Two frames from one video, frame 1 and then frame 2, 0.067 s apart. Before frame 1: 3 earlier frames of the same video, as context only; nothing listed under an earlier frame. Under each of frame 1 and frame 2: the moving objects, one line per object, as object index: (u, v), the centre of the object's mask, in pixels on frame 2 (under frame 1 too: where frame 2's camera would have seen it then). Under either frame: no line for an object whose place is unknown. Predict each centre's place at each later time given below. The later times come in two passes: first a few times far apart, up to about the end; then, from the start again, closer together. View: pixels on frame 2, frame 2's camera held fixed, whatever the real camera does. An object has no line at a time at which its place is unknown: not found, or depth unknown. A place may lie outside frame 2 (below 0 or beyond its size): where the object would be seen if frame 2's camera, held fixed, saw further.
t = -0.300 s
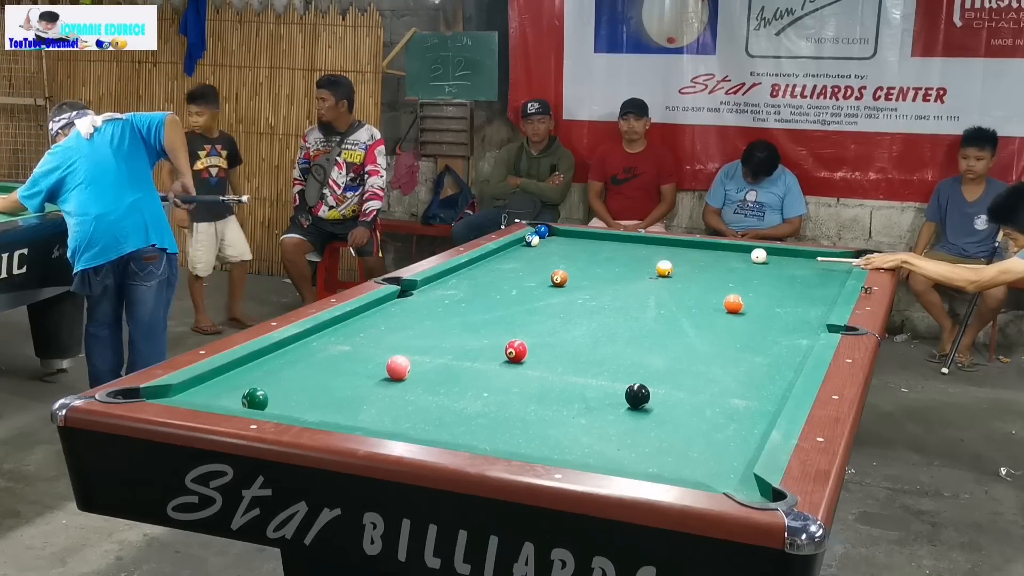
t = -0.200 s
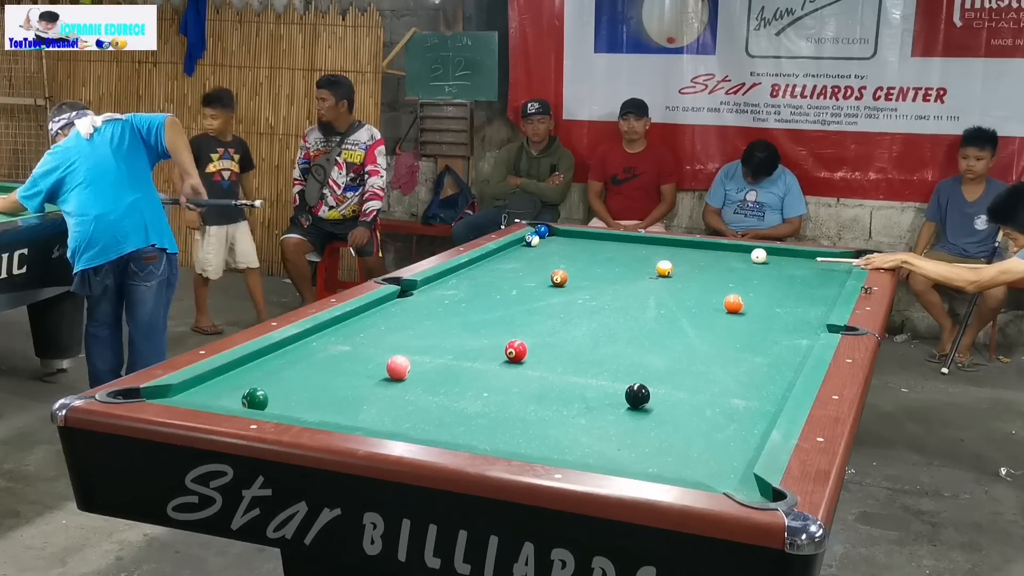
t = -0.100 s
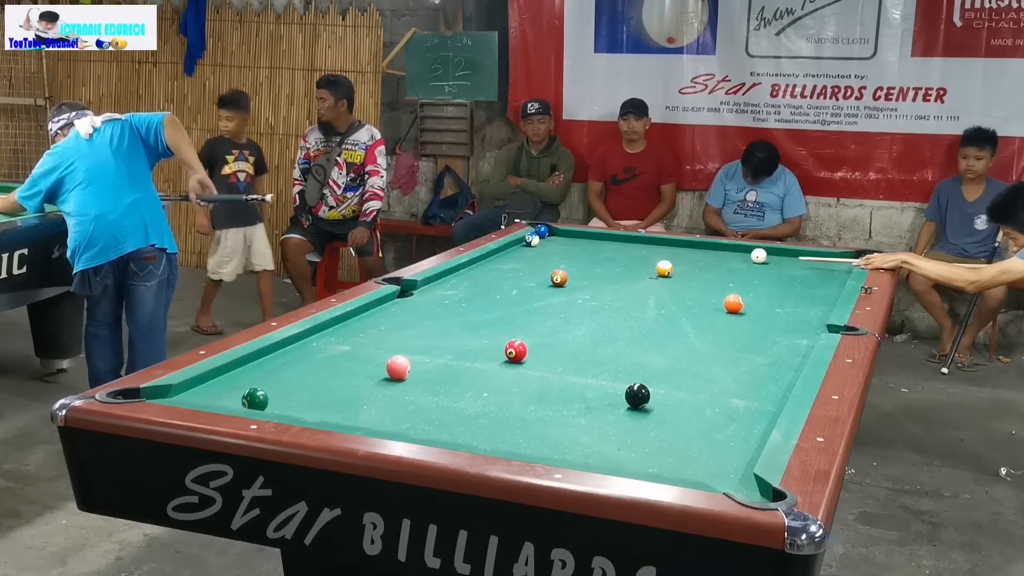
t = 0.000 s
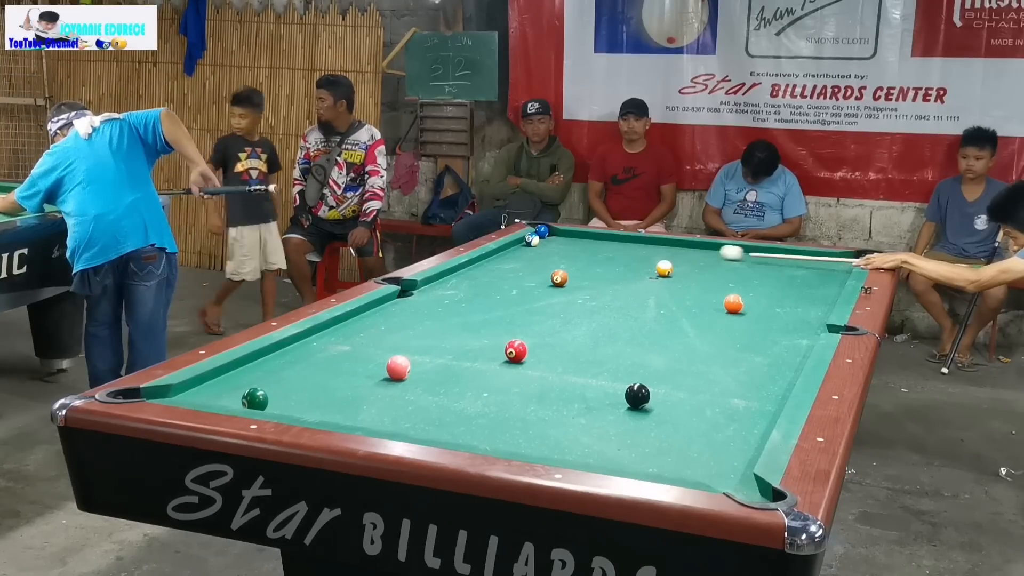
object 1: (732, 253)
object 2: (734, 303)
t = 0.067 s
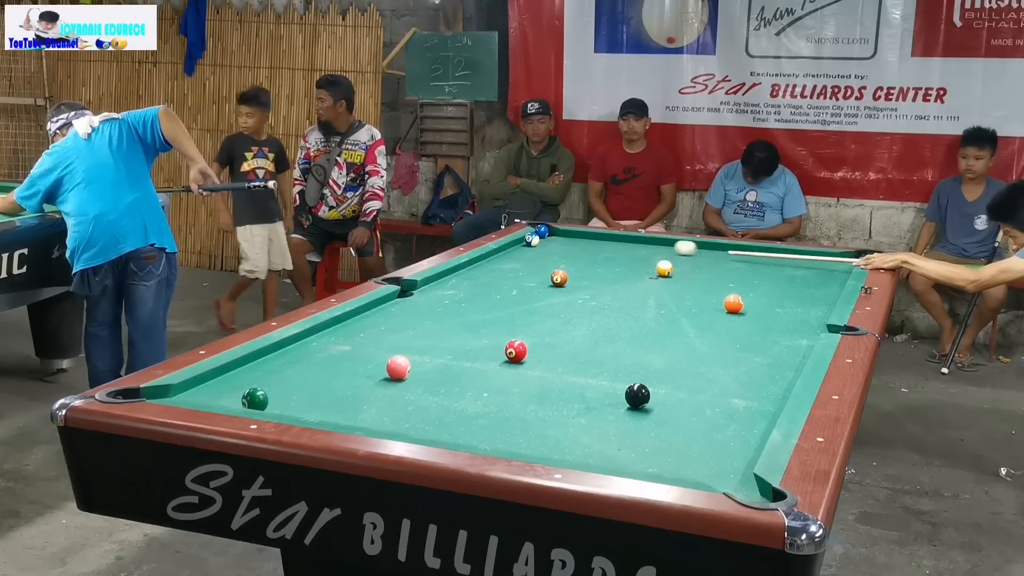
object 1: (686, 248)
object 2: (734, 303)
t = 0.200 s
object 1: (608, 240)
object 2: (734, 304)
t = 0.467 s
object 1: (556, 240)
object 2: (734, 304)
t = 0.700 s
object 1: (585, 250)
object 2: (734, 304)
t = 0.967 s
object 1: (618, 262)
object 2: (734, 304)
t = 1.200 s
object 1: (650, 273)
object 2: (734, 304)
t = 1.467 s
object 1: (689, 287)
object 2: (734, 304)
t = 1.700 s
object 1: (722, 298)
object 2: (734, 304)
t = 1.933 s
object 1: (738, 302)
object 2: (755, 314)
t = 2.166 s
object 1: (753, 305)
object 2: (775, 324)
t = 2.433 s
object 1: (767, 307)
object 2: (799, 335)
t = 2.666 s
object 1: (778, 309)
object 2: (802, 342)
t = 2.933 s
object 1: (789, 311)
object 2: (785, 345)
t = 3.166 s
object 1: (796, 312)
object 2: (772, 348)
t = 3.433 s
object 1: (803, 314)
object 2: (758, 351)
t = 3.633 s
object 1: (806, 314)
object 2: (748, 353)
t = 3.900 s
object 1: (809, 315)
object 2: (736, 356)
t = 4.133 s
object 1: (809, 315)
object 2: (727, 357)
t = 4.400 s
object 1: (809, 315)
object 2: (717, 359)
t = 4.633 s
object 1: (809, 315)
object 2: (710, 361)
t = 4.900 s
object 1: (809, 315)
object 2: (703, 362)
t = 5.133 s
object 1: (809, 315)
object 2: (698, 363)
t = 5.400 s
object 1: (809, 315)
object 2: (695, 363)
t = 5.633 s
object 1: (809, 315)
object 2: (693, 362)
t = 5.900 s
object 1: (809, 315)
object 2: (694, 362)
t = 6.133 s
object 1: (809, 315)
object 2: (694, 362)
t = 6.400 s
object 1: (809, 315)
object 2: (694, 362)
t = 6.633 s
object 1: (809, 315)
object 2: (694, 362)
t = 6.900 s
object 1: (809, 315)
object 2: (694, 362)
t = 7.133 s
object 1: (809, 315)
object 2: (694, 362)
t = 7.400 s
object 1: (809, 315)
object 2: (694, 362)
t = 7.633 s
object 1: (809, 315)
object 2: (694, 362)
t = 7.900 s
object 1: (809, 315)
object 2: (694, 362)
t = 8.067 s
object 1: (809, 315)
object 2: (694, 362)
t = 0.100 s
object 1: (664, 246)
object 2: (734, 303)
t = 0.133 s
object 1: (645, 244)
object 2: (734, 304)
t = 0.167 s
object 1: (626, 242)
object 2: (734, 304)
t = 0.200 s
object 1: (608, 240)
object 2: (734, 304)
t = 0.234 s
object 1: (591, 238)
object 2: (734, 304)
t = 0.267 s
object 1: (574, 236)
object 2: (734, 304)
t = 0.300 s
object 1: (557, 235)
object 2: (734, 304)
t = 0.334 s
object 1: (544, 233)
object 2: (734, 304)
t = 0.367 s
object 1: (542, 233)
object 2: (734, 304)
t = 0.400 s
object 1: (547, 237)
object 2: (734, 304)
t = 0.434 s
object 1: (552, 238)
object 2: (734, 304)
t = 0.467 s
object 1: (556, 240)
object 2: (734, 304)
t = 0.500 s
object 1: (561, 242)
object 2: (734, 304)
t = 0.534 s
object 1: (565, 243)
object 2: (734, 304)
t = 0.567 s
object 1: (569, 244)
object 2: (734, 304)
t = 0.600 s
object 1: (573, 246)
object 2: (734, 304)
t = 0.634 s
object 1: (576, 247)
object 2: (734, 304)
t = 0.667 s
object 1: (581, 248)
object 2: (734, 304)
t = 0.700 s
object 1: (585, 250)
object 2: (734, 304)
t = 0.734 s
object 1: (589, 251)
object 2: (734, 304)
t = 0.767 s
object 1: (593, 253)
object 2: (734, 304)
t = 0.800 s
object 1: (597, 255)
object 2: (734, 304)
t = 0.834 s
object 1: (601, 256)
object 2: (734, 304)
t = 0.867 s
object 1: (606, 257)
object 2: (734, 304)
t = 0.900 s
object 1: (610, 259)
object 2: (734, 304)
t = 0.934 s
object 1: (614, 260)
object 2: (734, 304)
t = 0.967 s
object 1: (618, 262)
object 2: (734, 304)
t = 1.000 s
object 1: (623, 263)
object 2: (734, 304)
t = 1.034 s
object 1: (627, 265)
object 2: (734, 304)
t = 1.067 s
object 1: (632, 267)
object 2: (734, 304)
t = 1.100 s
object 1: (636, 268)
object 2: (734, 304)
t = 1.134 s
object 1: (640, 270)
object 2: (734, 304)
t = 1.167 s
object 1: (645, 271)
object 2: (734, 304)
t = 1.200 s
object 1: (650, 273)
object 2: (734, 304)
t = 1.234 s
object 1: (654, 275)
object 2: (734, 304)
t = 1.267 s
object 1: (659, 276)
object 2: (734, 304)
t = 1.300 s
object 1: (664, 278)
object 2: (734, 304)
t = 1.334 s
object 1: (669, 280)
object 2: (734, 304)
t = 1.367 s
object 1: (674, 282)
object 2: (734, 304)
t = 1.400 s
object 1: (679, 283)
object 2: (734, 304)
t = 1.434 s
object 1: (683, 285)
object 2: (734, 304)
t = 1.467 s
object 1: (689, 287)
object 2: (734, 304)
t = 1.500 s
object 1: (694, 289)
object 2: (734, 304)
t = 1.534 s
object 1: (699, 291)
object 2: (734, 304)
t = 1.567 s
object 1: (704, 292)
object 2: (734, 304)
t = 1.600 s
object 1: (709, 294)
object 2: (734, 304)
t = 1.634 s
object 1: (714, 296)
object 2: (734, 304)
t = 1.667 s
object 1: (718, 297)
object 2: (734, 304)
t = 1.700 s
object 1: (722, 298)
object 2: (734, 304)
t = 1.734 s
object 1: (724, 299)
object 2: (738, 306)
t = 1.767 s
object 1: (727, 299)
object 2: (741, 307)
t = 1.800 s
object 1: (729, 300)
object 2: (744, 309)
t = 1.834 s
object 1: (732, 300)
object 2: (747, 310)
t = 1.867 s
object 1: (734, 301)
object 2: (750, 311)
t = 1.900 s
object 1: (736, 301)
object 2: (753, 312)
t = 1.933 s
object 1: (738, 302)
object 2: (755, 314)
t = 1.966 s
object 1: (741, 302)
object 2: (758, 315)
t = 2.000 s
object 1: (743, 303)
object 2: (761, 317)
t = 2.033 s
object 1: (745, 303)
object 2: (764, 318)
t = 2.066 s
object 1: (747, 304)
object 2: (767, 319)
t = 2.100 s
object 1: (749, 304)
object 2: (770, 321)
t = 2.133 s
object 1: (751, 304)
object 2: (772, 322)
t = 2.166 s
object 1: (753, 305)
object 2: (775, 324)
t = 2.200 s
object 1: (754, 305)
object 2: (779, 325)
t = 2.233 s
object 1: (757, 305)
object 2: (782, 326)
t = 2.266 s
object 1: (758, 306)
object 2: (785, 328)
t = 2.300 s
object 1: (760, 306)
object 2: (787, 329)
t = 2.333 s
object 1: (762, 306)
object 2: (790, 331)
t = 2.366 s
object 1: (763, 307)
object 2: (793, 332)
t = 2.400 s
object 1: (765, 307)
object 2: (796, 333)
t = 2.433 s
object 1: (767, 307)
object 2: (799, 335)
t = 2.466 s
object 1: (769, 308)
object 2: (801, 336)
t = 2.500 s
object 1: (770, 308)
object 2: (804, 338)
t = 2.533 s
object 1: (772, 308)
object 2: (807, 339)
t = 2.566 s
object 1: (773, 308)
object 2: (807, 340)
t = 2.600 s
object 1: (775, 309)
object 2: (805, 341)
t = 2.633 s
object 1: (776, 309)
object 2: (803, 341)
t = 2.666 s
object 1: (778, 309)
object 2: (802, 342)
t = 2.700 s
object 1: (779, 309)
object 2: (799, 342)
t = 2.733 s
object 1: (781, 309)
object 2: (797, 342)
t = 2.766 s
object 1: (782, 310)
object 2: (795, 343)
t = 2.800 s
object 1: (783, 310)
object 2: (793, 343)
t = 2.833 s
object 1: (785, 310)
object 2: (791, 344)
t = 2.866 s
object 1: (786, 310)
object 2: (789, 344)
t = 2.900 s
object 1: (787, 311)
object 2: (787, 345)
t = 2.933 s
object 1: (789, 311)
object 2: (785, 345)
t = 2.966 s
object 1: (790, 311)
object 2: (783, 345)
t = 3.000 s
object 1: (791, 312)
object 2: (782, 346)
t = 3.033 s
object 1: (792, 312)
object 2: (780, 346)
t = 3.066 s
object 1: (793, 312)
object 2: (778, 347)
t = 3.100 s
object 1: (794, 312)
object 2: (776, 347)
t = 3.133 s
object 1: (795, 312)
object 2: (774, 348)
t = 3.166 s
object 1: (796, 312)
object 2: (772, 348)
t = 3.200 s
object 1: (797, 312)
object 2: (770, 348)
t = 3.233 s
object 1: (798, 312)
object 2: (769, 348)
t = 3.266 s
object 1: (799, 313)
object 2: (767, 349)
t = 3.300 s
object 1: (800, 313)
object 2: (765, 349)
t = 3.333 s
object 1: (801, 313)
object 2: (763, 350)
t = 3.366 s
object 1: (802, 313)
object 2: (762, 350)
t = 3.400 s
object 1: (802, 313)
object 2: (760, 351)
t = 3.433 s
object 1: (803, 314)
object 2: (758, 351)
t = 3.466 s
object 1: (804, 314)
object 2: (757, 351)
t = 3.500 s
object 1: (804, 314)
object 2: (755, 352)
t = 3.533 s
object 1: (805, 314)
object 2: (753, 352)
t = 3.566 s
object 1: (806, 314)
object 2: (752, 352)
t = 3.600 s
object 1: (806, 314)
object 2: (750, 353)
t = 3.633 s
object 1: (806, 314)
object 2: (748, 353)
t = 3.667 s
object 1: (807, 314)
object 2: (747, 353)
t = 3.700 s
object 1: (807, 314)
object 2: (745, 354)
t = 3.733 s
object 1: (807, 314)
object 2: (744, 354)
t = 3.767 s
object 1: (808, 314)
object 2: (742, 354)
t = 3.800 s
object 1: (808, 314)
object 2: (741, 355)
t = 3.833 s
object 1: (808, 314)
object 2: (739, 355)
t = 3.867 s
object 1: (808, 314)
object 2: (738, 355)
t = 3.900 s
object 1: (809, 315)
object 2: (736, 356)
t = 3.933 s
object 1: (809, 315)
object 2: (735, 356)
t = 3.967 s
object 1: (809, 315)
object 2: (734, 356)
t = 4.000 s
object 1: (809, 315)
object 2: (732, 356)
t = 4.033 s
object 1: (809, 315)
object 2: (731, 357)
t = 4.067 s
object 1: (809, 315)
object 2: (730, 357)
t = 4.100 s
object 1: (809, 315)
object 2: (728, 357)
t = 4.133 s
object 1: (809, 315)
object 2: (727, 357)
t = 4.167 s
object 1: (809, 315)
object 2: (726, 358)
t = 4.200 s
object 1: (809, 315)
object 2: (724, 358)
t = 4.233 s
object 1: (809, 315)
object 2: (723, 358)
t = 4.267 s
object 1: (809, 315)
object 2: (722, 359)
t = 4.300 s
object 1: (809, 315)
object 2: (721, 359)
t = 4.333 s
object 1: (809, 315)
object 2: (719, 359)
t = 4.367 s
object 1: (809, 315)
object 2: (718, 359)
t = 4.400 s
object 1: (809, 315)
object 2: (717, 359)
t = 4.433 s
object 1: (809, 315)
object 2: (716, 360)
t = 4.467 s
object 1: (809, 315)
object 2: (715, 360)
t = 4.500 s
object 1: (809, 315)
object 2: (714, 360)
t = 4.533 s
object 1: (809, 315)
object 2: (713, 360)
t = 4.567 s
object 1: (809, 315)
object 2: (712, 361)
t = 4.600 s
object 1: (809, 315)
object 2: (711, 361)
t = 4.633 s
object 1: (809, 315)
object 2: (710, 361)
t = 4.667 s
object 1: (809, 315)
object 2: (709, 361)
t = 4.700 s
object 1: (809, 315)
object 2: (708, 361)
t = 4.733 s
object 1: (809, 315)
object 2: (707, 361)
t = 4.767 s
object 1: (809, 315)
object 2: (706, 362)
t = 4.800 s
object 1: (809, 315)
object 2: (705, 362)
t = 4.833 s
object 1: (809, 315)
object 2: (705, 362)
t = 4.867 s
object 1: (809, 315)
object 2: (704, 362)
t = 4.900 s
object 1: (809, 315)
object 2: (703, 362)
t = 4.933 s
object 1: (809, 315)
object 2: (702, 362)
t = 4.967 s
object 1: (809, 315)
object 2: (702, 362)
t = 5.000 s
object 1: (809, 315)
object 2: (701, 362)
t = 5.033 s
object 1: (809, 315)
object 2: (700, 362)
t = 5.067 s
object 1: (809, 315)
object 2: (700, 363)
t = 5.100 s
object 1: (809, 315)
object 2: (699, 363)
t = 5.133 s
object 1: (809, 315)
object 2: (698, 363)
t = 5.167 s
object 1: (809, 315)
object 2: (698, 363)
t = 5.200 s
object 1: (809, 315)
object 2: (697, 363)
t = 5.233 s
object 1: (809, 315)
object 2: (697, 363)
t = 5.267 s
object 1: (809, 315)
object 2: (696, 363)
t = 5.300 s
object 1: (809, 315)
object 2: (696, 362)
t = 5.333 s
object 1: (809, 315)
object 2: (695, 363)
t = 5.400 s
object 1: (809, 315)
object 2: (695, 363)
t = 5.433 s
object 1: (809, 315)
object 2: (695, 363)
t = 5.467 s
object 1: (809, 315)
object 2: (694, 362)
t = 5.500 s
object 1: (809, 315)
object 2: (694, 362)
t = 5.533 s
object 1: (809, 315)
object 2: (694, 362)
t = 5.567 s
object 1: (809, 315)
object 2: (694, 363)
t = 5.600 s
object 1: (809, 315)
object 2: (694, 362)
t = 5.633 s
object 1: (809, 315)
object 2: (693, 362)
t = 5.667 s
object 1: (809, 315)
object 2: (693, 362)
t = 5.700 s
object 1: (809, 315)
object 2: (694, 362)
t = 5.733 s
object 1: (809, 315)
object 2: (694, 362)
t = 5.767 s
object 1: (809, 315)
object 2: (694, 362)
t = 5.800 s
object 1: (809, 315)
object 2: (694, 362)
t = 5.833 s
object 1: (809, 315)
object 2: (694, 362)
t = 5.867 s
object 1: (809, 315)
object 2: (694, 362)
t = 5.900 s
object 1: (809, 315)
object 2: (694, 362)
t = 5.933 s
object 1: (809, 315)
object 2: (694, 362)
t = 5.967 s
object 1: (809, 315)
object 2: (694, 362)
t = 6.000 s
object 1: (809, 315)
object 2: (694, 362)
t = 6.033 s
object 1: (809, 315)
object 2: (694, 362)
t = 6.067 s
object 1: (809, 315)
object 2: (694, 362)
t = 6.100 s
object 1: (809, 315)
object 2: (694, 362)
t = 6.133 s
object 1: (809, 315)
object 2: (694, 362)
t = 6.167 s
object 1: (809, 315)
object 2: (694, 362)
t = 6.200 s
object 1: (809, 315)
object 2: (694, 362)
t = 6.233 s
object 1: (809, 315)
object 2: (694, 362)
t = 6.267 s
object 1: (809, 315)
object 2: (694, 362)
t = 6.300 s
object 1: (809, 315)
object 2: (694, 362)
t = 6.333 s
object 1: (809, 315)
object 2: (694, 362)
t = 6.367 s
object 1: (809, 315)
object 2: (694, 362)
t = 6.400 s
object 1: (809, 315)
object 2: (694, 362)
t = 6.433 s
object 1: (809, 315)
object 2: (694, 362)
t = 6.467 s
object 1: (809, 315)
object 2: (694, 362)
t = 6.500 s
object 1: (809, 315)
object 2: (694, 362)
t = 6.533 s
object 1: (809, 315)
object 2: (694, 362)
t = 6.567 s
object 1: (809, 315)
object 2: (694, 362)
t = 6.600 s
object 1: (809, 315)
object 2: (694, 362)
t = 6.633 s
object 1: (809, 315)
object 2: (694, 362)
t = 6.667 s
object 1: (809, 315)
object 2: (694, 362)
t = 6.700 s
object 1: (809, 315)
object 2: (694, 362)
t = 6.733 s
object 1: (809, 315)
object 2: (694, 362)
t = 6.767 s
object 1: (809, 315)
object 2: (694, 362)
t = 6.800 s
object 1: (809, 315)
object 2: (694, 362)
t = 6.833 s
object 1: (809, 315)
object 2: (694, 362)
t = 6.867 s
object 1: (809, 315)
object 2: (694, 362)
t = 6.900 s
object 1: (809, 315)
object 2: (694, 362)
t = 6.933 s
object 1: (809, 315)
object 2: (694, 362)
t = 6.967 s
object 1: (809, 315)
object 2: (694, 362)
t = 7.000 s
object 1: (809, 315)
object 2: (694, 362)
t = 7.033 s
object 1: (809, 315)
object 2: (694, 362)
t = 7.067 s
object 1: (809, 315)
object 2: (694, 362)
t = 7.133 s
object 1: (809, 315)
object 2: (694, 362)
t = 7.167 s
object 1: (809, 315)
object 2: (694, 362)
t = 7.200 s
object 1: (809, 315)
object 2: (694, 362)
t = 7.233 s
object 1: (809, 315)
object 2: (694, 362)
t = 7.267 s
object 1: (809, 315)
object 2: (694, 362)
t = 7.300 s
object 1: (809, 315)
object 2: (694, 362)
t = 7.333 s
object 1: (809, 315)
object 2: (694, 362)
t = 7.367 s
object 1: (809, 315)
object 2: (694, 362)
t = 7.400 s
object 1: (809, 315)
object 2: (694, 362)
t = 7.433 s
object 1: (809, 315)
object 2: (694, 362)
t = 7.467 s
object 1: (809, 315)
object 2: (694, 362)
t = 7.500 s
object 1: (809, 315)
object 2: (694, 363)
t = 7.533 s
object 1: (809, 315)
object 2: (694, 362)
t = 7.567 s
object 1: (809, 315)
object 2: (694, 362)
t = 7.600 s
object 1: (809, 315)
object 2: (694, 362)
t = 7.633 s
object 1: (809, 315)
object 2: (694, 362)
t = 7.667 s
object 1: (809, 315)
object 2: (694, 362)
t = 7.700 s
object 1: (809, 315)
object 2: (694, 362)
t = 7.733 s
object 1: (809, 315)
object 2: (694, 362)
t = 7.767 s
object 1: (809, 315)
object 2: (694, 362)
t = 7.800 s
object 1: (809, 315)
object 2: (694, 362)
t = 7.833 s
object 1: (809, 315)
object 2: (694, 362)
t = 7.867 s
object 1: (809, 315)
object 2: (694, 362)
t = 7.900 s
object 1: (809, 315)
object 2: (694, 362)
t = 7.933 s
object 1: (809, 315)
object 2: (694, 362)
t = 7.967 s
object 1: (809, 315)
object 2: (694, 362)
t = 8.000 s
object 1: (809, 315)
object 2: (694, 362)
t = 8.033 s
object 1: (809, 315)
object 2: (694, 362)
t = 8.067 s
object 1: (809, 315)
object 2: (694, 362)
